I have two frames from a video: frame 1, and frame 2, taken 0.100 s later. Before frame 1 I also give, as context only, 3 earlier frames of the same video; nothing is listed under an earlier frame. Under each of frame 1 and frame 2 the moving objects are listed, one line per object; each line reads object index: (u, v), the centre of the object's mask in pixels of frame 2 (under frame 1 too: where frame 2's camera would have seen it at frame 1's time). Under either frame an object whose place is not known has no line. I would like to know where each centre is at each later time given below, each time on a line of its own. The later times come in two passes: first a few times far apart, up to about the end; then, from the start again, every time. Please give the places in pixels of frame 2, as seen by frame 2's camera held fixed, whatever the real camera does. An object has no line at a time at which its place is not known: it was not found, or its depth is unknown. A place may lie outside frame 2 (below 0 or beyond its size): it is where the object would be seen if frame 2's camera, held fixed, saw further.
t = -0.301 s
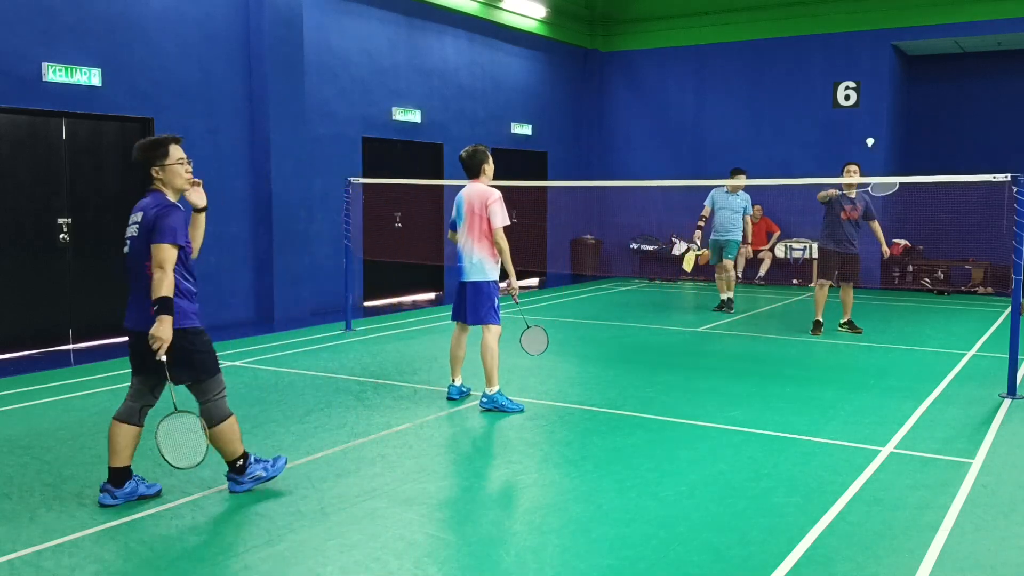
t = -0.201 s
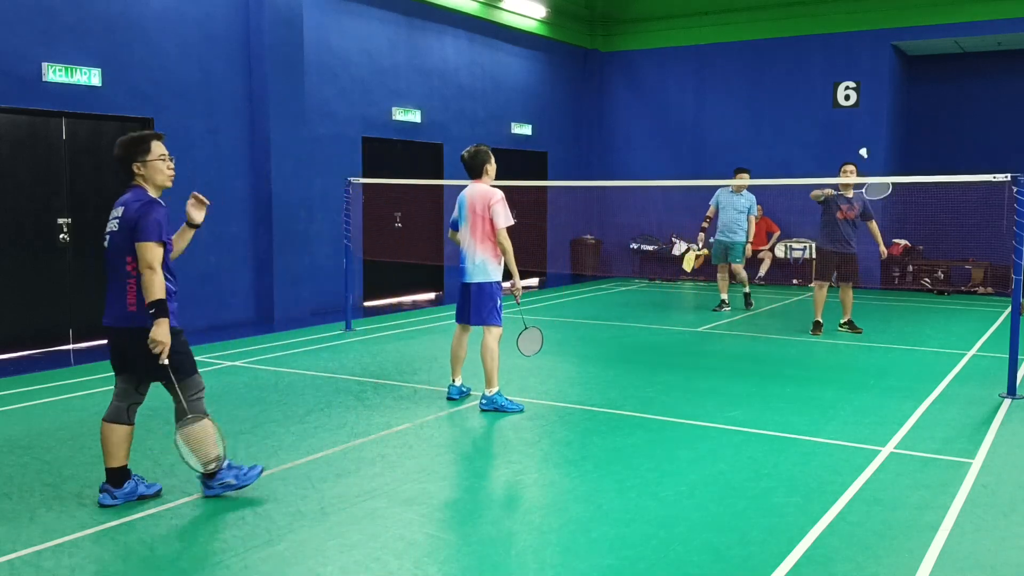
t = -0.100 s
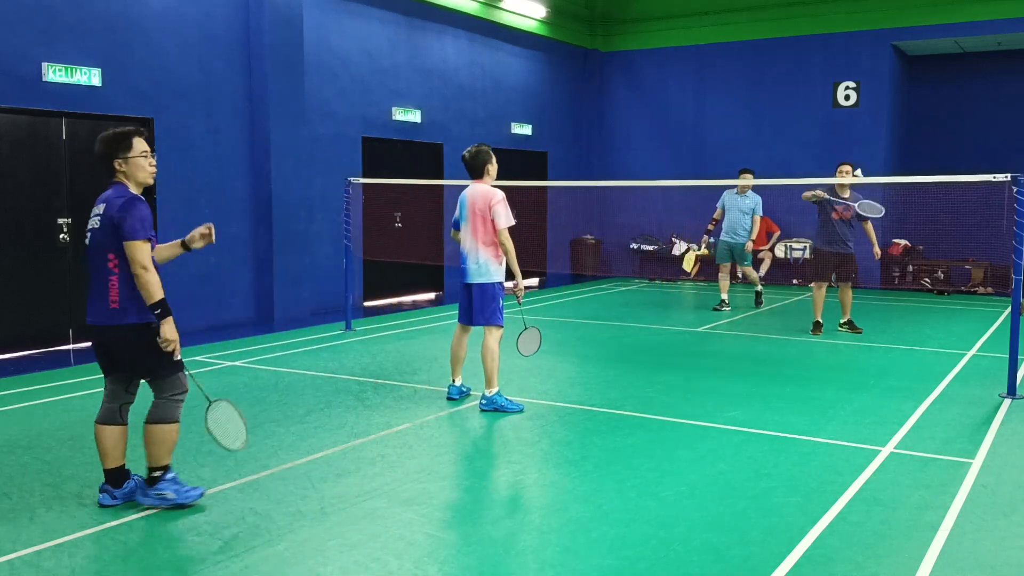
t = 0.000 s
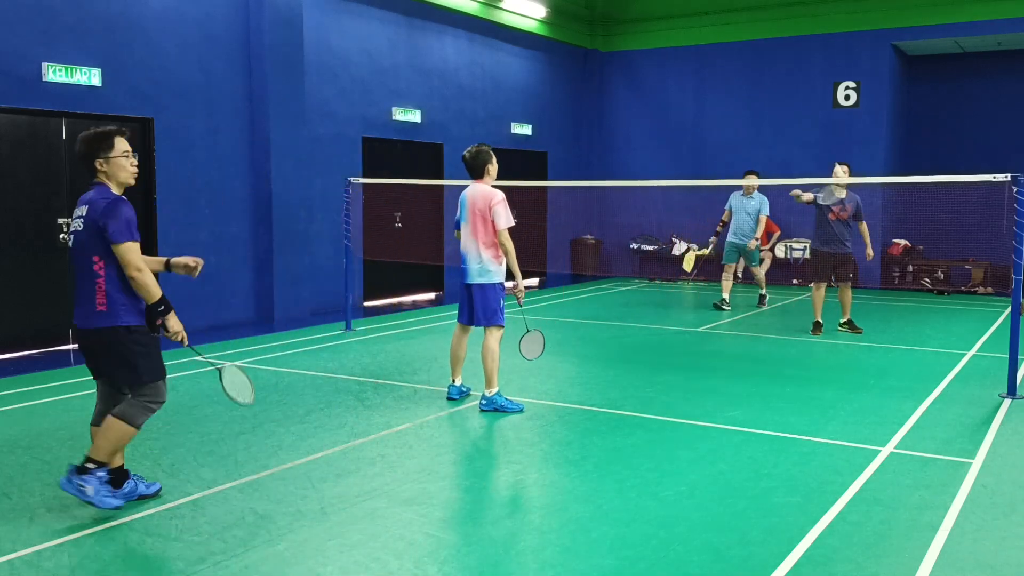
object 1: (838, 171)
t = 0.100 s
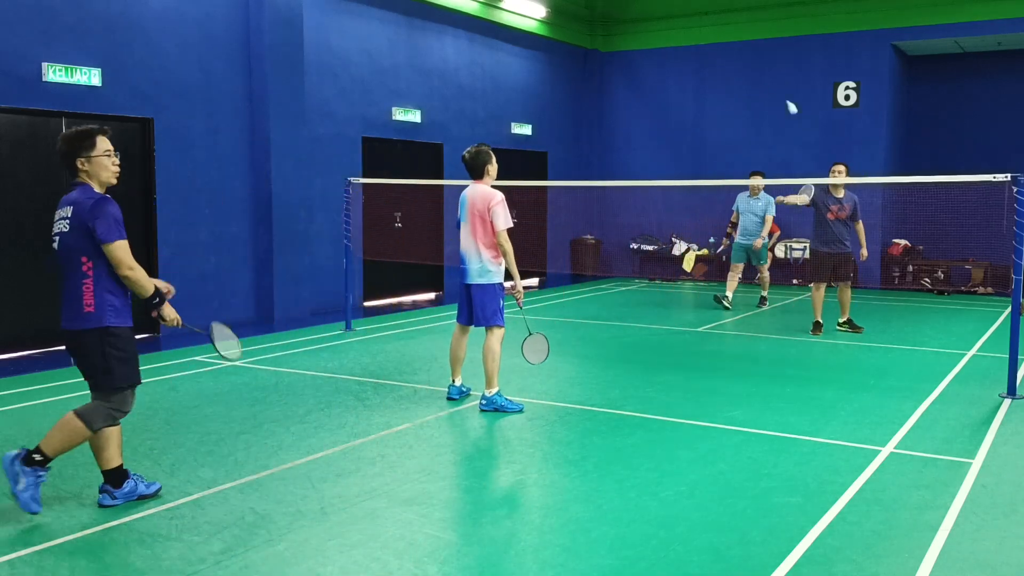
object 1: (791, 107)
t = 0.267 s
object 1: (718, 49)
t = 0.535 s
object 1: (610, 24)
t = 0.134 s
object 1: (777, 88)
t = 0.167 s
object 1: (762, 74)
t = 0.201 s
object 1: (748, 64)
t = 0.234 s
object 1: (733, 56)
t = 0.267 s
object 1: (718, 49)
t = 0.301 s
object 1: (704, 41)
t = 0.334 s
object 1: (691, 35)
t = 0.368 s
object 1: (678, 29)
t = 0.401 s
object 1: (664, 25)
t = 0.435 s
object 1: (651, 23)
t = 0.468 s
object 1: (637, 21)
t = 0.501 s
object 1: (624, 22)
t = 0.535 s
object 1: (610, 24)
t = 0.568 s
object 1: (597, 28)
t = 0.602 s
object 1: (584, 33)
